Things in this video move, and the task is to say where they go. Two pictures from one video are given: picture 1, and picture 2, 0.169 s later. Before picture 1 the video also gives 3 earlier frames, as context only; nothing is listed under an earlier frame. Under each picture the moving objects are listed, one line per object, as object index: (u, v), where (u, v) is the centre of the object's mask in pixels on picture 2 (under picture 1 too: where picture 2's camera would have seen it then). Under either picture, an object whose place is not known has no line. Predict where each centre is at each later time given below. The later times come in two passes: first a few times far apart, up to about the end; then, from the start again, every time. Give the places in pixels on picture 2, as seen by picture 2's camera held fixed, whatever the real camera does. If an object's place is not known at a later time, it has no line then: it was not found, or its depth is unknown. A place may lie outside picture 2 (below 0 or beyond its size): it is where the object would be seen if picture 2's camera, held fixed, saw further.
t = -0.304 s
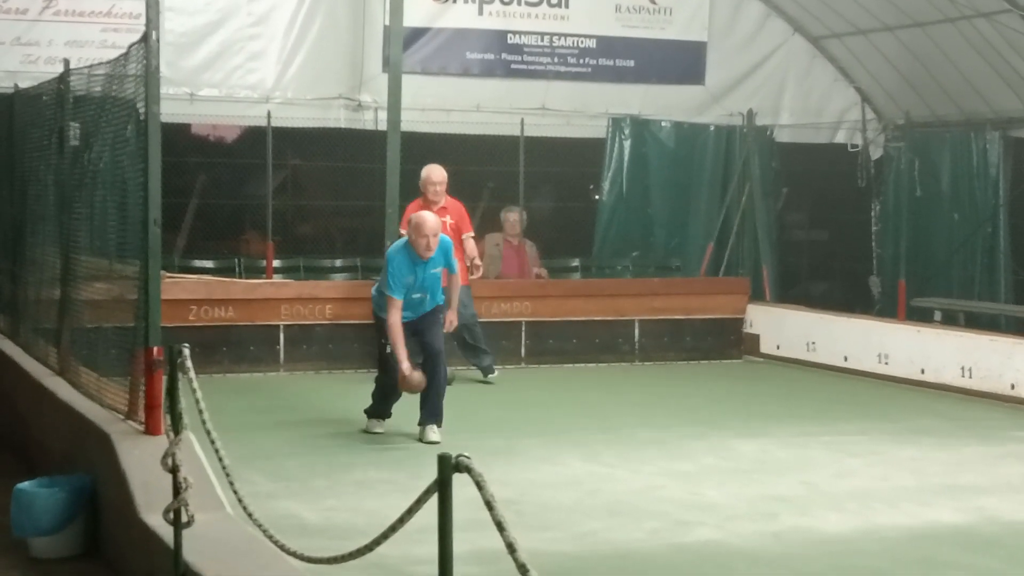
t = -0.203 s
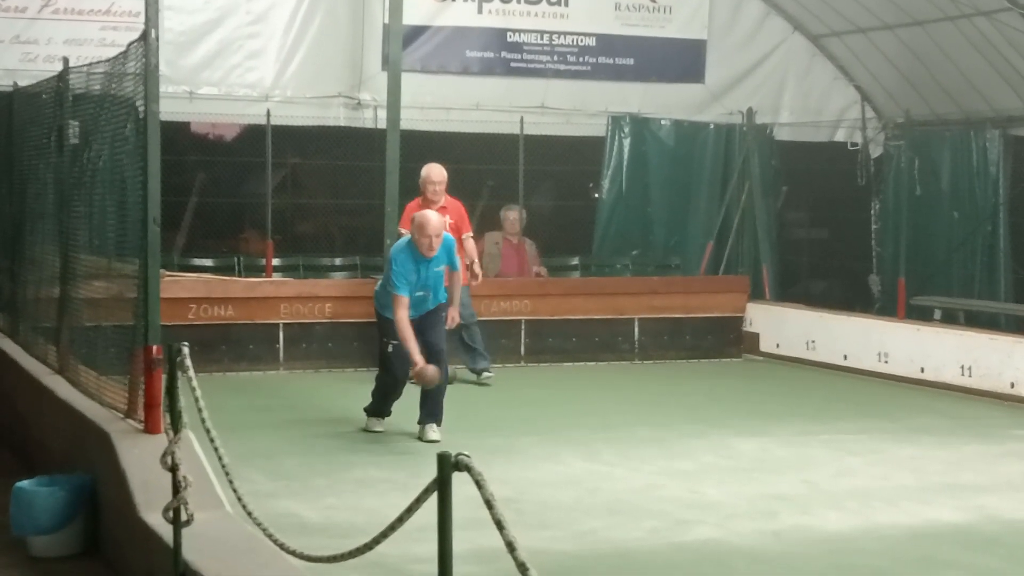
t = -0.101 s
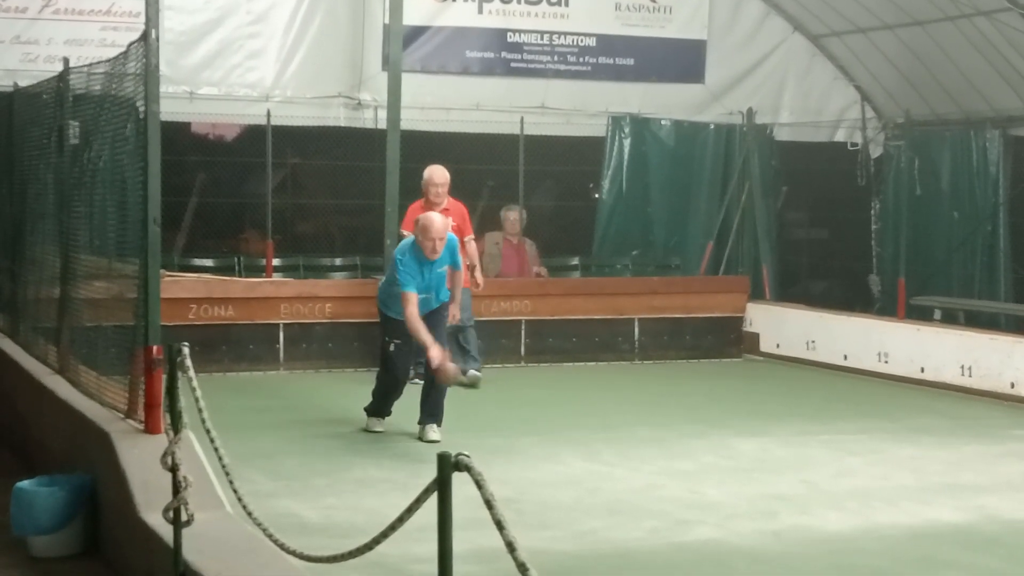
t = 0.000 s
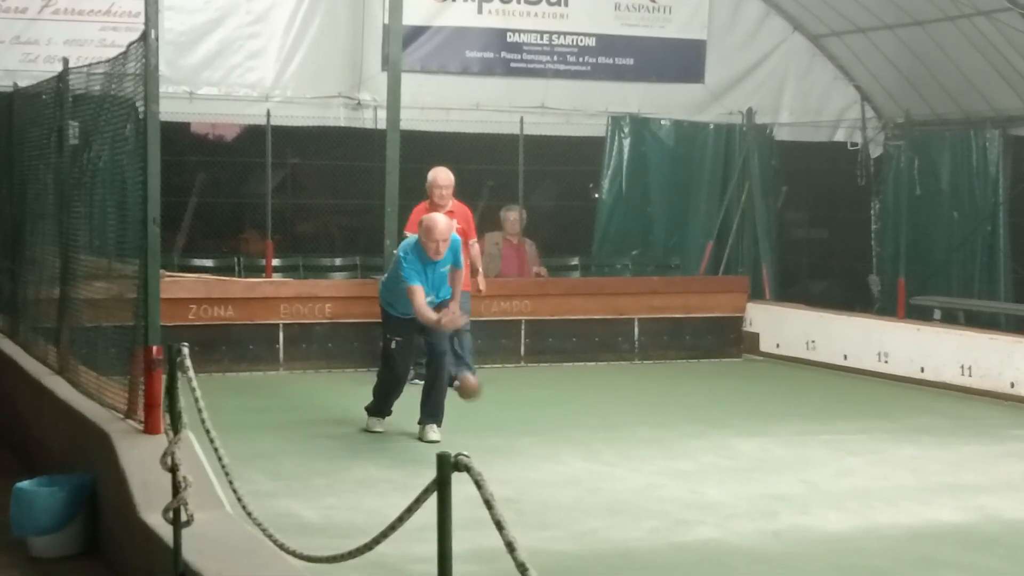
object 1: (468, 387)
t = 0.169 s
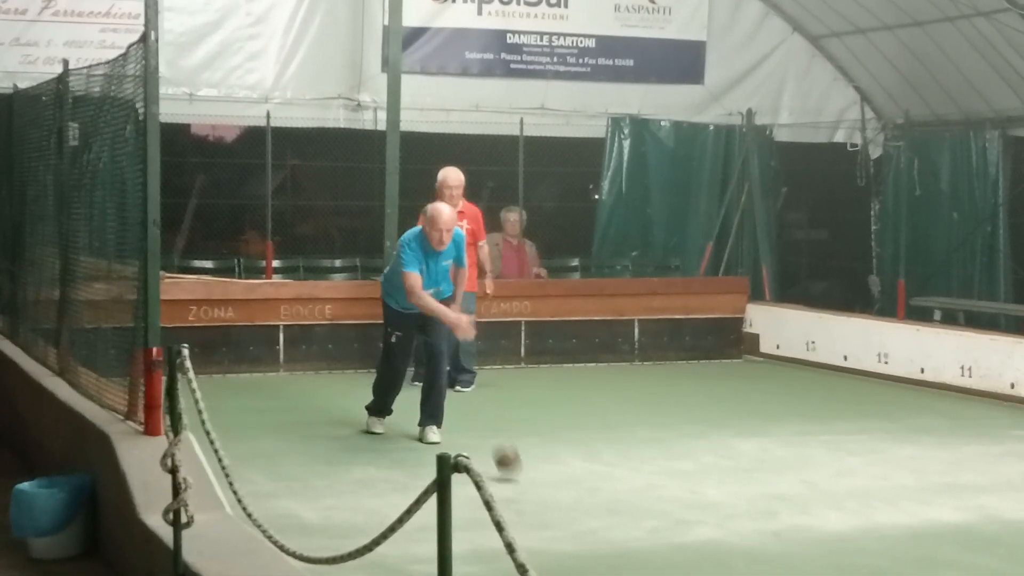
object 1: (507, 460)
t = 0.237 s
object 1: (520, 464)
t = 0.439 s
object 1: (563, 485)
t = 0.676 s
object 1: (619, 503)
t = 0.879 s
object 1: (672, 520)
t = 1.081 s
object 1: (732, 540)
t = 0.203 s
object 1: (514, 465)
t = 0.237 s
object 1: (520, 464)
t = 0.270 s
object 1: (527, 464)
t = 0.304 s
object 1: (534, 467)
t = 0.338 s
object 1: (540, 472)
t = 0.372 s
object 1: (547, 479)
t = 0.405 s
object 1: (555, 482)
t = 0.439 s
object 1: (563, 485)
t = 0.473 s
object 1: (571, 487)
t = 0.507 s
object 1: (578, 490)
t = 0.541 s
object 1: (586, 492)
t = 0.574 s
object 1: (595, 495)
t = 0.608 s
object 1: (602, 497)
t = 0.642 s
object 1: (611, 500)
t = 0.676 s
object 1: (619, 503)
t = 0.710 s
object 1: (627, 506)
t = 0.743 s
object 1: (636, 509)
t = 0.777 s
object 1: (645, 511)
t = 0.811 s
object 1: (654, 514)
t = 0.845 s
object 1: (663, 517)
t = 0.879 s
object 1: (672, 520)
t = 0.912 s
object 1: (681, 523)
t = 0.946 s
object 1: (691, 526)
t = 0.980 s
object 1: (701, 530)
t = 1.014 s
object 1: (713, 533)
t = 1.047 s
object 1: (723, 537)
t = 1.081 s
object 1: (732, 540)
